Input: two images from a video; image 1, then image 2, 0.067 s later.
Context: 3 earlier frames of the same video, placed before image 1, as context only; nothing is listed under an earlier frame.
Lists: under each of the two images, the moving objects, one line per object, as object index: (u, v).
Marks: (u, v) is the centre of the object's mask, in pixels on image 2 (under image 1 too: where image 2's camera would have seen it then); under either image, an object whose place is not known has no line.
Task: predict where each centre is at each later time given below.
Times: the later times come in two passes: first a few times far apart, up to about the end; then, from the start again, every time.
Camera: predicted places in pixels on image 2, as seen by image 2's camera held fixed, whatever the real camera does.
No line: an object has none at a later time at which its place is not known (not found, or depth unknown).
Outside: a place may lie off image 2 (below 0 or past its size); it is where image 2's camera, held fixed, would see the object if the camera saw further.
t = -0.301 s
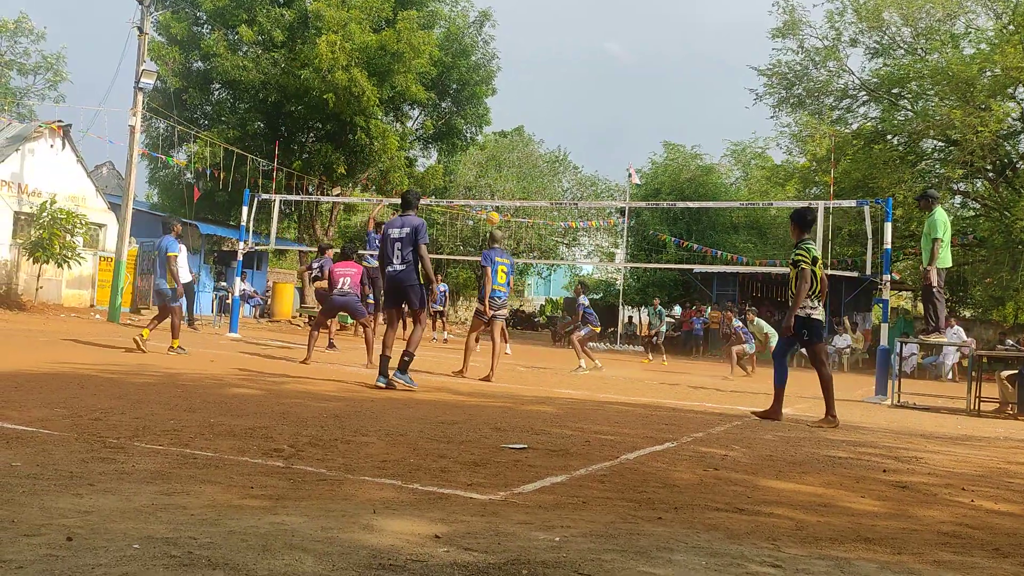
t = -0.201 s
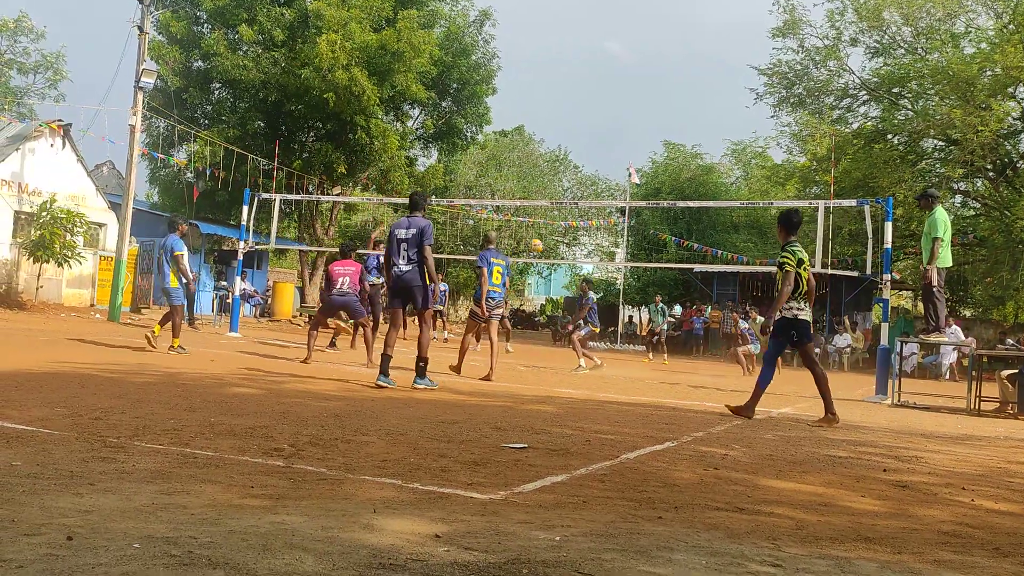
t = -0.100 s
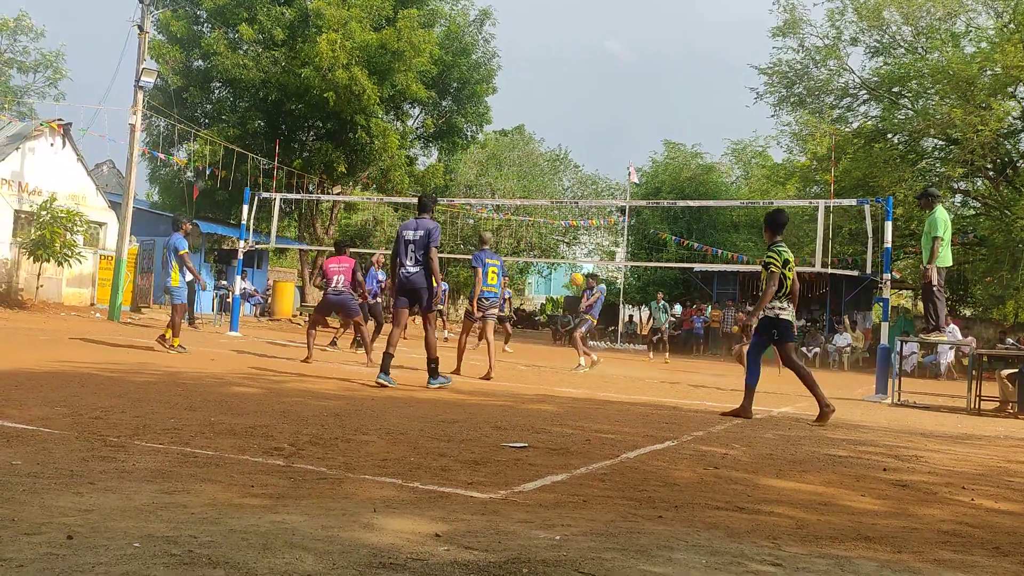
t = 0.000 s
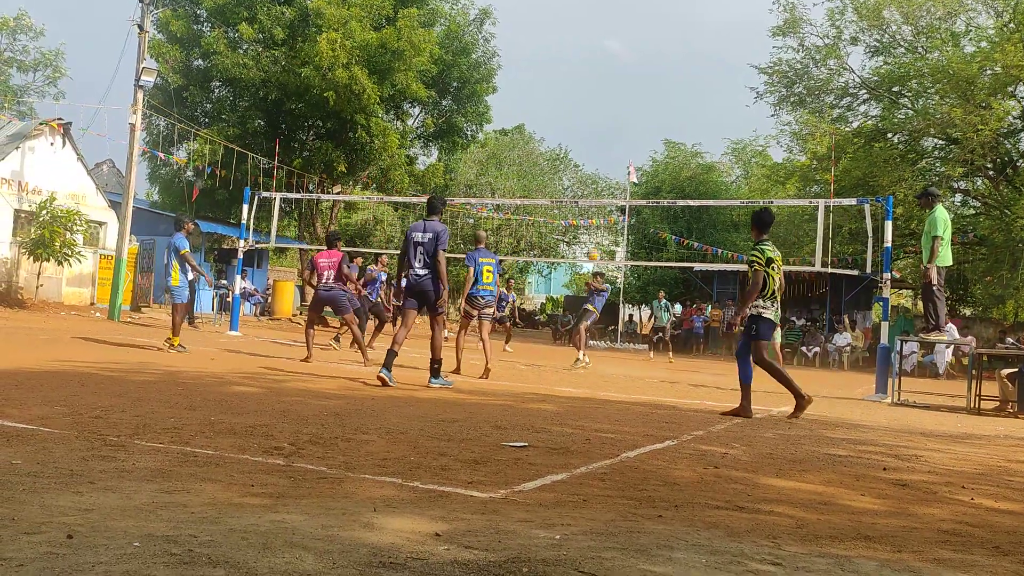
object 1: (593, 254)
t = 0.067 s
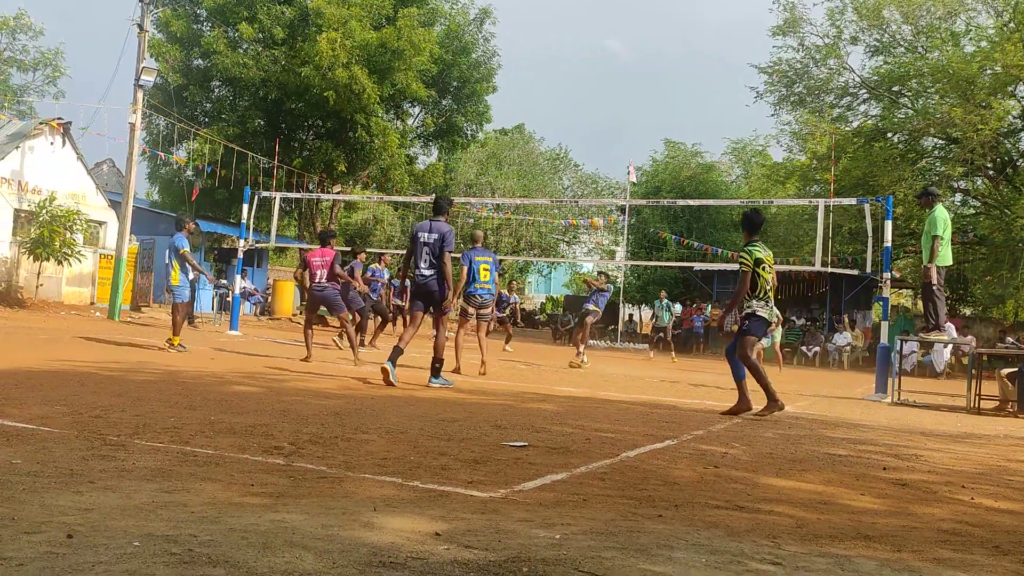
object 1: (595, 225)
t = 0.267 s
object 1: (608, 149)
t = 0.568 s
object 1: (623, 82)
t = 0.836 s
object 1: (634, 66)
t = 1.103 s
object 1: (642, 90)
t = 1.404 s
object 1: (648, 164)
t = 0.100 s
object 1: (599, 209)
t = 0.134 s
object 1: (601, 194)
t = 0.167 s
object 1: (602, 184)
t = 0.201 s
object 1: (604, 171)
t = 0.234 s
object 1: (606, 160)
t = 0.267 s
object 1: (608, 149)
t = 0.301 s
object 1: (610, 139)
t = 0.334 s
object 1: (611, 130)
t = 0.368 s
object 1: (613, 121)
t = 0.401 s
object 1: (615, 113)
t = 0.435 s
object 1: (616, 105)
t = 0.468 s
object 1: (618, 98)
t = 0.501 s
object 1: (619, 92)
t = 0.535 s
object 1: (621, 87)
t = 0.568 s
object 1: (623, 82)
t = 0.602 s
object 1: (624, 78)
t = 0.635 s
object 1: (626, 74)
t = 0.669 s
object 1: (627, 71)
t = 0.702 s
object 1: (628, 69)
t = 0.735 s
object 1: (630, 67)
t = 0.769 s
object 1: (631, 66)
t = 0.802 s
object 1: (632, 66)
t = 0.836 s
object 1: (634, 66)
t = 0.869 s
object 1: (635, 67)
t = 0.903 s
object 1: (636, 68)
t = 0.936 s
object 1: (637, 70)
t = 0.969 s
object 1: (638, 73)
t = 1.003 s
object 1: (639, 76)
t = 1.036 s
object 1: (640, 80)
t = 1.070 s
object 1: (641, 85)
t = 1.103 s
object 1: (642, 90)
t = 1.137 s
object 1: (643, 96)
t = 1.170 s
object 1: (644, 102)
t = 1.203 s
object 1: (644, 109)
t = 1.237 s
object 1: (645, 117)
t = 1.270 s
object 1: (645, 125)
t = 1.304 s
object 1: (646, 134)
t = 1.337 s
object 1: (647, 143)
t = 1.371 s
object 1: (648, 153)
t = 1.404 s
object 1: (648, 164)
